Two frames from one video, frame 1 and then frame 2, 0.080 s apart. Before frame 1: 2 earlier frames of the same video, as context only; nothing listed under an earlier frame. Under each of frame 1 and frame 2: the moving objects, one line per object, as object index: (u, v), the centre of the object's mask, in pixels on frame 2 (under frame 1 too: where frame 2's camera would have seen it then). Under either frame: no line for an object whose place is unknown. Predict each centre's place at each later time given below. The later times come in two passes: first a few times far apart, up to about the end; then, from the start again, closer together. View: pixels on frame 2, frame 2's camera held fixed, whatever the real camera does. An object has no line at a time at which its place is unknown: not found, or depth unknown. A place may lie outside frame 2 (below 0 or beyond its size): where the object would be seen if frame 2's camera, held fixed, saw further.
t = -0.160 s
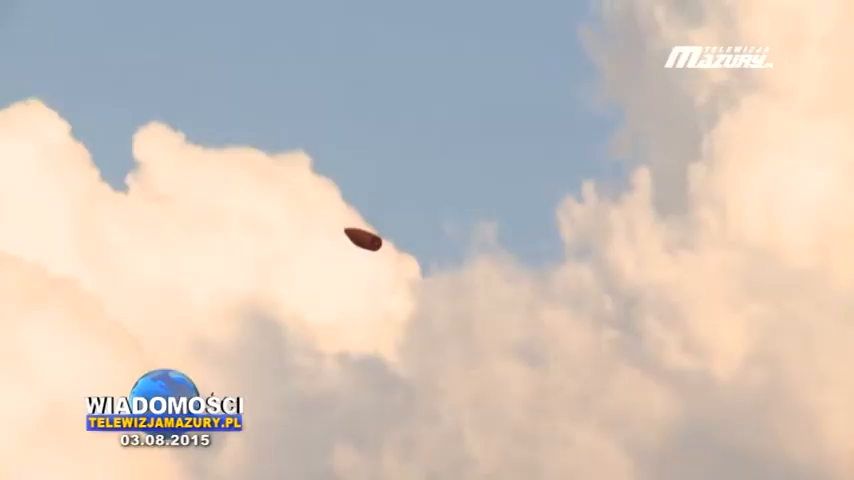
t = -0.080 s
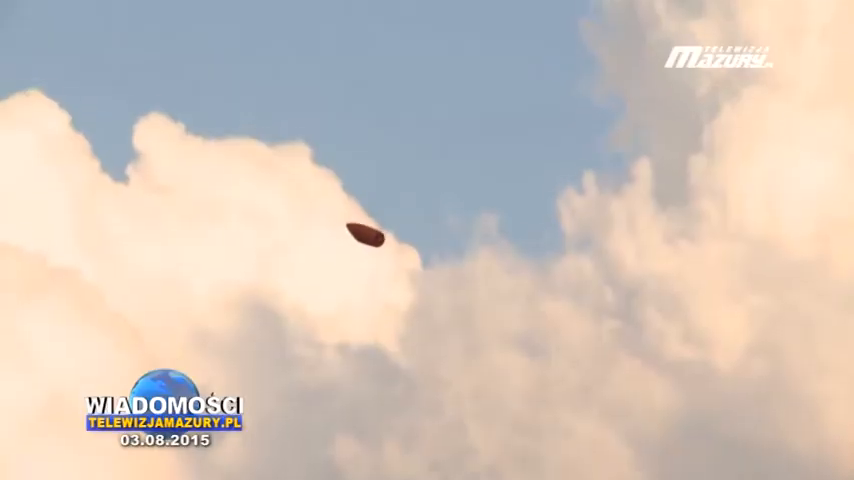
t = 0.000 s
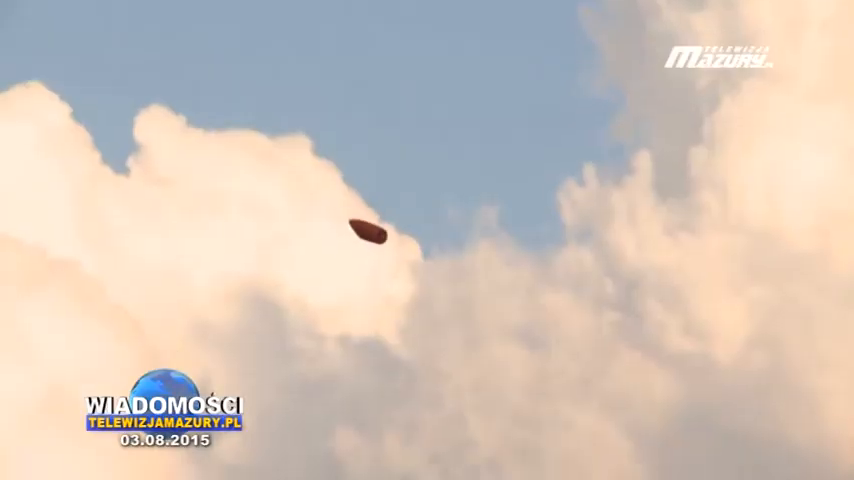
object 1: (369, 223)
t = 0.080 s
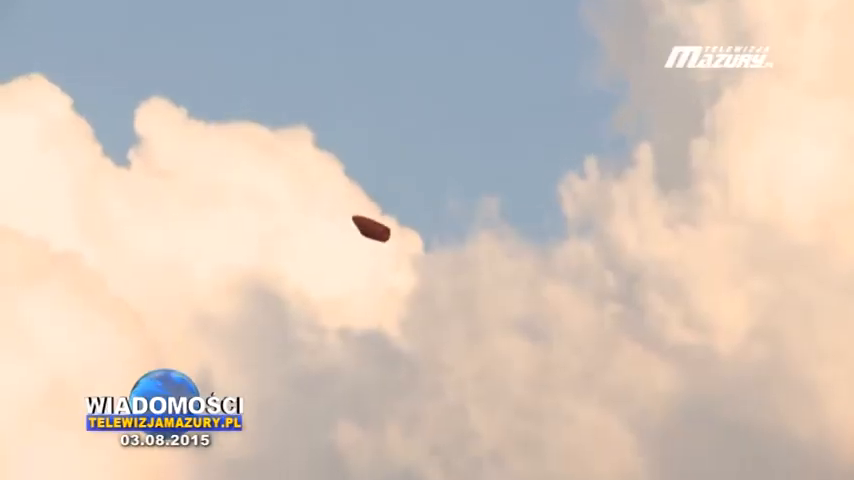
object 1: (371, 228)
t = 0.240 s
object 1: (375, 238)
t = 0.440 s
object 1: (380, 251)
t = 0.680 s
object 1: (387, 267)
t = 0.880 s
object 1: (392, 282)
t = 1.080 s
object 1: (398, 299)
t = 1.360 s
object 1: (406, 323)
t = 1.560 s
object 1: (411, 343)
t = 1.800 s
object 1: (416, 366)
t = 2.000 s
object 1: (419, 385)
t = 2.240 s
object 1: (421, 408)
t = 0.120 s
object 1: (373, 230)
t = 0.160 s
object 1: (374, 233)
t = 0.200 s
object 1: (375, 235)
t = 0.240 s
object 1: (375, 238)
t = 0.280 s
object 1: (377, 240)
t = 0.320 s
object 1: (377, 243)
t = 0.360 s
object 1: (379, 245)
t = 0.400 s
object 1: (380, 248)
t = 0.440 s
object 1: (380, 251)
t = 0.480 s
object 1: (381, 253)
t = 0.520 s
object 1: (383, 256)
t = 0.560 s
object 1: (384, 259)
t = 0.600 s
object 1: (384, 261)
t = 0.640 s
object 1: (386, 265)
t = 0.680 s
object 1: (387, 267)
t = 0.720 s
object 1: (388, 270)
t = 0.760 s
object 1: (389, 273)
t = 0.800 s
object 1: (390, 276)
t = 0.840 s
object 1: (392, 279)
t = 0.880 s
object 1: (392, 282)
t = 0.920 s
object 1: (394, 286)
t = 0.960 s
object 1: (395, 288)
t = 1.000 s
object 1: (396, 292)
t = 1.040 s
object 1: (397, 295)
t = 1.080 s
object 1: (398, 299)
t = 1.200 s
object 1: (402, 309)
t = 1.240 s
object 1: (403, 313)
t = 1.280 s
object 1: (404, 317)
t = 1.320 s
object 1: (405, 320)
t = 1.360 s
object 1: (406, 323)
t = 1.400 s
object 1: (407, 327)
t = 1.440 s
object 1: (409, 332)
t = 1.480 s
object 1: (409, 335)
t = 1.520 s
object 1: (410, 339)
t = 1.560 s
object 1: (411, 343)
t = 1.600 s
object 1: (412, 346)
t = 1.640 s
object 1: (413, 350)
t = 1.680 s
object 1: (414, 354)
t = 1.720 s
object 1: (415, 358)
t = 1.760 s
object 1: (416, 362)
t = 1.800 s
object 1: (416, 366)
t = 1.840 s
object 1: (417, 370)
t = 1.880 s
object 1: (417, 373)
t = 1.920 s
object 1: (418, 378)
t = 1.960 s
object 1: (418, 381)
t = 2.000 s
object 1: (419, 385)
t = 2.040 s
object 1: (419, 389)
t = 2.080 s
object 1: (420, 393)
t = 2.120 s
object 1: (420, 397)
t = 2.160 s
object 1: (420, 401)
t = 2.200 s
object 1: (421, 404)
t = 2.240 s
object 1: (421, 408)
